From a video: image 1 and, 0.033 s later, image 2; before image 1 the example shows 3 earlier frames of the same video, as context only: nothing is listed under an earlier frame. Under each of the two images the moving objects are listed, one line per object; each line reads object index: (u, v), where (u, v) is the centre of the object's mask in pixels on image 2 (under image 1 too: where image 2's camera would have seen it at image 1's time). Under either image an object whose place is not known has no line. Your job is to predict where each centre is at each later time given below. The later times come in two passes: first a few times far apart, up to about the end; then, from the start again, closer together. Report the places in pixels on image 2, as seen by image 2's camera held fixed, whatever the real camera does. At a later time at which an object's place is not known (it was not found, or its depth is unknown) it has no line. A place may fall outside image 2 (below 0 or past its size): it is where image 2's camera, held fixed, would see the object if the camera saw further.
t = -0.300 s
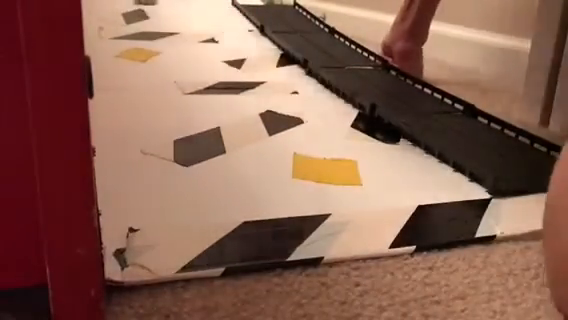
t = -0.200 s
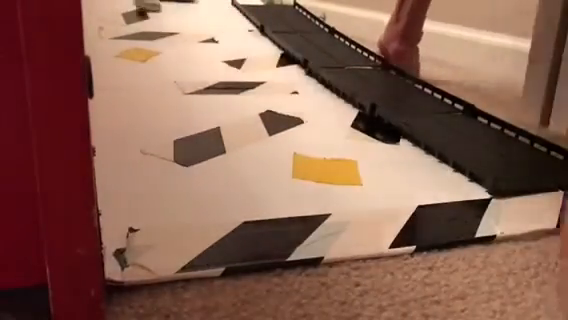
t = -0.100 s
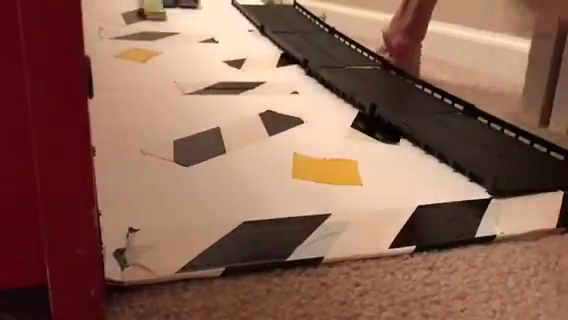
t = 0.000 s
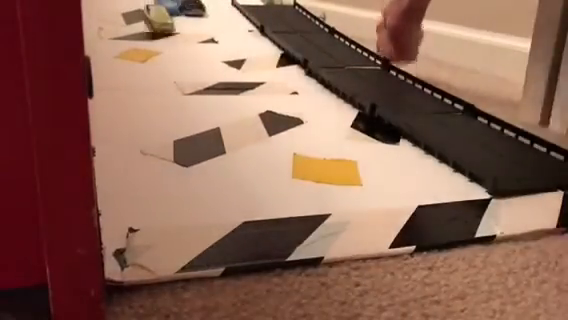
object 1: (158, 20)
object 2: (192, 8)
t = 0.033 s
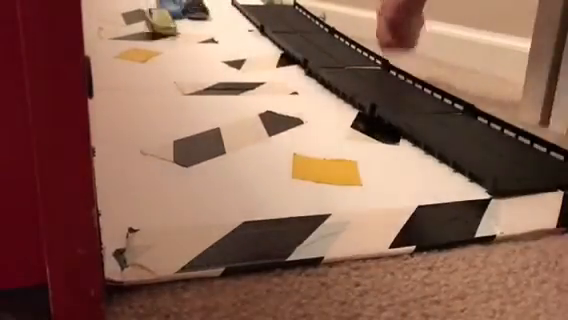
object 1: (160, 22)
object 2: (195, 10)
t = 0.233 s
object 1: (189, 58)
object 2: (225, 32)
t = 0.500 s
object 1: (282, 130)
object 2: (285, 75)
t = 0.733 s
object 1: (445, 222)
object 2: (334, 93)
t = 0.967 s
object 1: (519, 266)
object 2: (336, 92)
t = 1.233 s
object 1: (519, 266)
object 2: (332, 90)
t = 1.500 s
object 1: (519, 266)
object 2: (333, 90)
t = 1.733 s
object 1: (519, 266)
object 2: (333, 90)
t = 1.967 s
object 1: (519, 266)
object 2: (333, 91)
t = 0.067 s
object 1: (163, 27)
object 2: (198, 12)
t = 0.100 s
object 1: (167, 31)
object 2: (201, 14)
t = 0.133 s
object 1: (171, 37)
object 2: (206, 18)
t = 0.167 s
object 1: (176, 43)
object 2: (211, 23)
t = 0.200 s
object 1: (182, 50)
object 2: (218, 27)
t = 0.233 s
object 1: (189, 58)
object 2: (225, 32)
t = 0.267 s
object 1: (196, 65)
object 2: (233, 38)
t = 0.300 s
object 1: (203, 73)
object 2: (242, 43)
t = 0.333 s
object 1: (213, 83)
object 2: (253, 49)
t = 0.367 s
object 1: (224, 92)
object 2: (265, 57)
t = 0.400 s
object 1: (236, 100)
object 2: (275, 63)
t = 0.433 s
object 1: (249, 109)
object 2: (275, 67)
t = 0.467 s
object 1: (265, 119)
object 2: (279, 71)
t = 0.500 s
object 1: (282, 130)
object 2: (285, 75)
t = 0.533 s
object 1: (299, 140)
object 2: (293, 79)
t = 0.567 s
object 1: (321, 151)
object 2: (304, 82)
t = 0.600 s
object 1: (339, 163)
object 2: (313, 86)
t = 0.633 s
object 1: (360, 175)
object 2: (320, 88)
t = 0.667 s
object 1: (386, 189)
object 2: (325, 90)
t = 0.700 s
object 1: (415, 204)
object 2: (329, 92)
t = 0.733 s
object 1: (445, 222)
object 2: (334, 93)
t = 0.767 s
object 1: (468, 235)
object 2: (337, 94)
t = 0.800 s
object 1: (494, 250)
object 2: (339, 95)
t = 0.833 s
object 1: (510, 262)
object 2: (339, 94)
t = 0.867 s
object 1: (514, 264)
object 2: (338, 94)
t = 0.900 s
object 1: (517, 266)
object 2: (338, 93)
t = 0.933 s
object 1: (519, 266)
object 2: (337, 92)
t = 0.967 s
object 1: (519, 266)
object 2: (336, 92)
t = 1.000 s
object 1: (519, 266)
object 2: (336, 92)
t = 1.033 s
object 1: (519, 266)
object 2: (335, 92)
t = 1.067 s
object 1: (519, 266)
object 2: (334, 92)
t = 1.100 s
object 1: (519, 266)
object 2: (334, 91)
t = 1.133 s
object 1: (519, 266)
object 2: (333, 91)
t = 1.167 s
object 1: (519, 266)
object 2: (332, 91)
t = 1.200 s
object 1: (519, 266)
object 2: (332, 90)
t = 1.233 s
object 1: (519, 266)
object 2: (332, 90)
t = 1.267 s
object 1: (519, 266)
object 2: (333, 90)
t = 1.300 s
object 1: (519, 266)
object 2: (333, 90)
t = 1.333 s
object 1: (519, 266)
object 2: (333, 90)
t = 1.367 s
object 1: (519, 266)
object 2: (333, 90)
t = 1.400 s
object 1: (519, 266)
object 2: (333, 90)
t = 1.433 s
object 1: (519, 266)
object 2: (333, 90)
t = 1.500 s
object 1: (519, 266)
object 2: (333, 90)
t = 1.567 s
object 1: (519, 266)
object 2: (333, 90)
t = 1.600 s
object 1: (519, 266)
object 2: (333, 90)
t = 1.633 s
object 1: (518, 266)
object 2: (333, 90)
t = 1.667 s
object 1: (519, 266)
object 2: (333, 90)
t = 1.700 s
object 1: (519, 266)
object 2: (333, 90)
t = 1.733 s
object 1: (519, 266)
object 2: (333, 90)
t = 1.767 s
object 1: (519, 266)
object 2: (333, 90)
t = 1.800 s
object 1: (519, 266)
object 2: (333, 90)
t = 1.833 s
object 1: (519, 266)
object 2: (333, 90)
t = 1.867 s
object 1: (519, 266)
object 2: (333, 90)
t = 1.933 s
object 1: (519, 266)
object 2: (333, 90)
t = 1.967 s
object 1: (519, 266)
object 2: (333, 91)
